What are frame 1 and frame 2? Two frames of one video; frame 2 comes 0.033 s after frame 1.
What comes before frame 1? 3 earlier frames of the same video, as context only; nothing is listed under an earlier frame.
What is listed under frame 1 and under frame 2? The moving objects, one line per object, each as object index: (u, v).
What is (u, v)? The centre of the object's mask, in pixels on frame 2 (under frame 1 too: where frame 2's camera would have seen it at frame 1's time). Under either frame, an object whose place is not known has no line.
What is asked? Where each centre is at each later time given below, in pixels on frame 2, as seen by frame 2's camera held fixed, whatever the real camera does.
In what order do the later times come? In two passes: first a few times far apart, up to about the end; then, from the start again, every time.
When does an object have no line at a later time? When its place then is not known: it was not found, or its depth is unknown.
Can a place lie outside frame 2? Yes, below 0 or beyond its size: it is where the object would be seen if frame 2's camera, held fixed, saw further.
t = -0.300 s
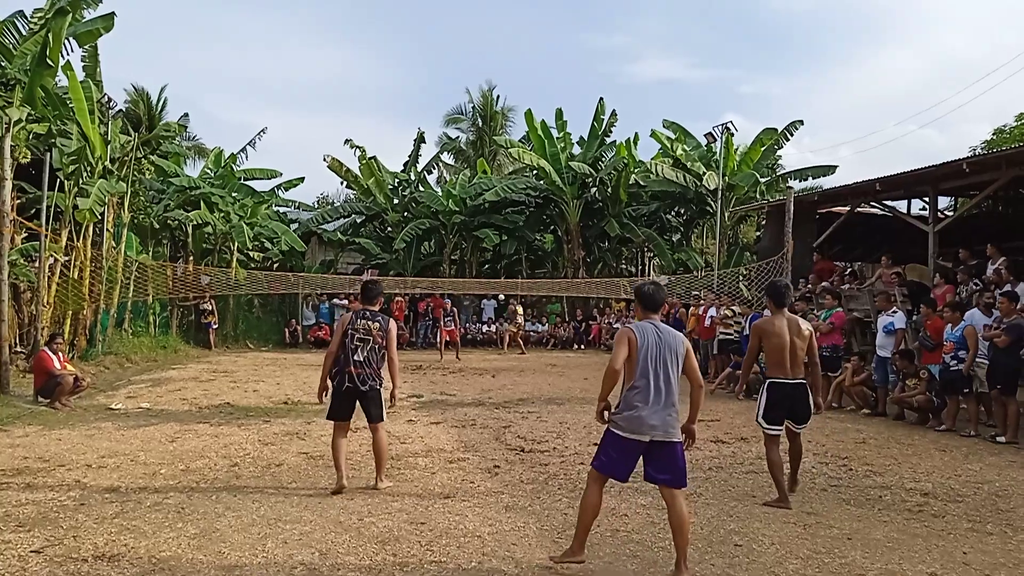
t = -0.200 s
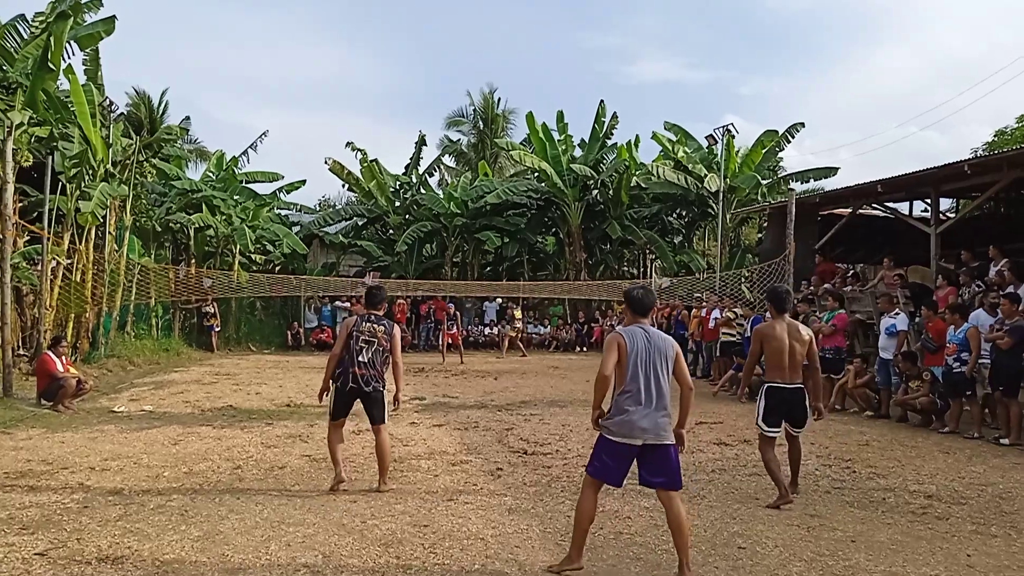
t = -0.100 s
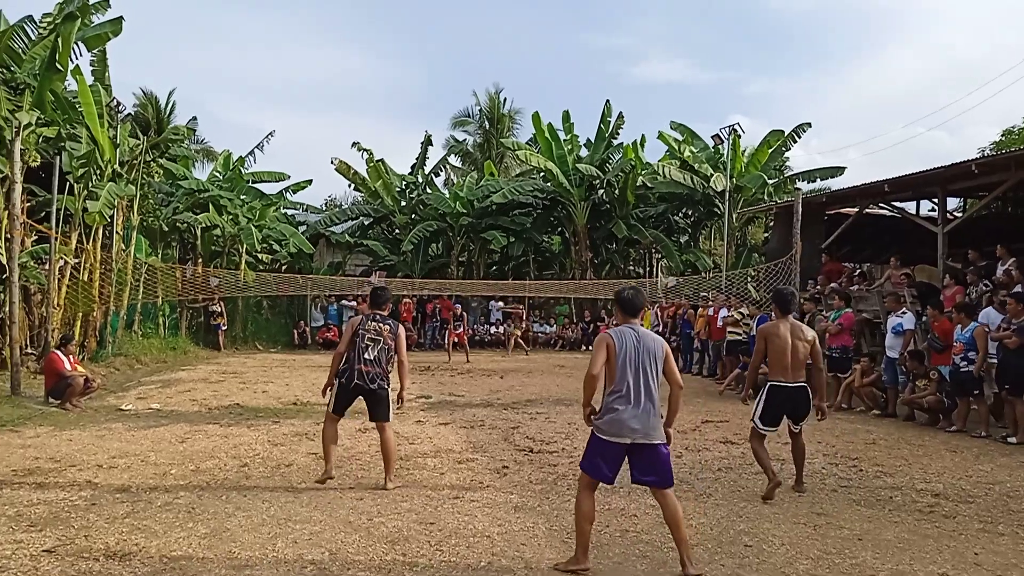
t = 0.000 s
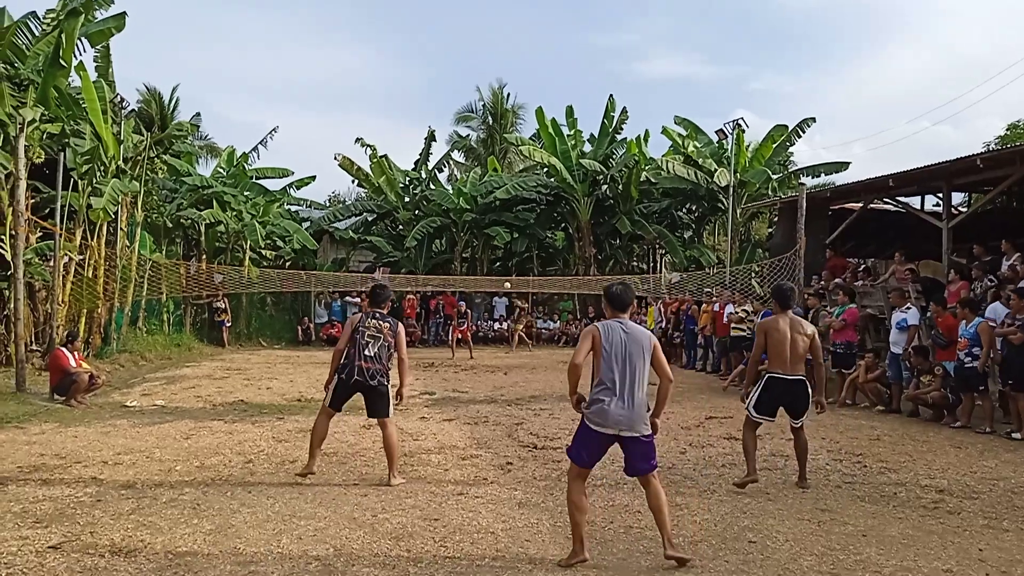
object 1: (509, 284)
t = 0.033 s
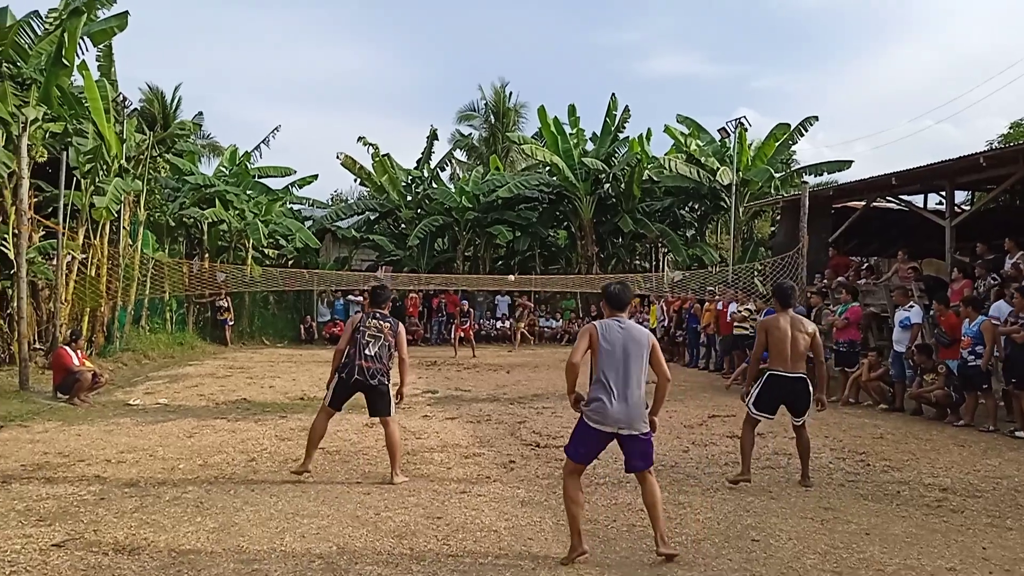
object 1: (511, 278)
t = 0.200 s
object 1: (518, 252)
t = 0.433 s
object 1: (533, 235)
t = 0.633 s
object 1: (547, 244)
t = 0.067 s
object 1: (512, 272)
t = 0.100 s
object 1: (513, 267)
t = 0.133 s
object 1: (514, 262)
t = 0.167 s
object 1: (516, 256)
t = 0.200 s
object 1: (518, 252)
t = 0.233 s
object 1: (520, 247)
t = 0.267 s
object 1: (522, 244)
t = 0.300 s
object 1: (525, 241)
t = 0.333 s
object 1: (527, 239)
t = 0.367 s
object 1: (529, 237)
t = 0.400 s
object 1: (531, 235)
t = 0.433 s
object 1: (533, 235)
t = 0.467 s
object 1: (535, 234)
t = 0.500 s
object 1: (538, 235)
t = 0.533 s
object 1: (540, 236)
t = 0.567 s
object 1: (542, 238)
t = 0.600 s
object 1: (544, 241)
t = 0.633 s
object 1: (547, 244)
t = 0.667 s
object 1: (550, 249)
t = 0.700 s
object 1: (553, 255)
